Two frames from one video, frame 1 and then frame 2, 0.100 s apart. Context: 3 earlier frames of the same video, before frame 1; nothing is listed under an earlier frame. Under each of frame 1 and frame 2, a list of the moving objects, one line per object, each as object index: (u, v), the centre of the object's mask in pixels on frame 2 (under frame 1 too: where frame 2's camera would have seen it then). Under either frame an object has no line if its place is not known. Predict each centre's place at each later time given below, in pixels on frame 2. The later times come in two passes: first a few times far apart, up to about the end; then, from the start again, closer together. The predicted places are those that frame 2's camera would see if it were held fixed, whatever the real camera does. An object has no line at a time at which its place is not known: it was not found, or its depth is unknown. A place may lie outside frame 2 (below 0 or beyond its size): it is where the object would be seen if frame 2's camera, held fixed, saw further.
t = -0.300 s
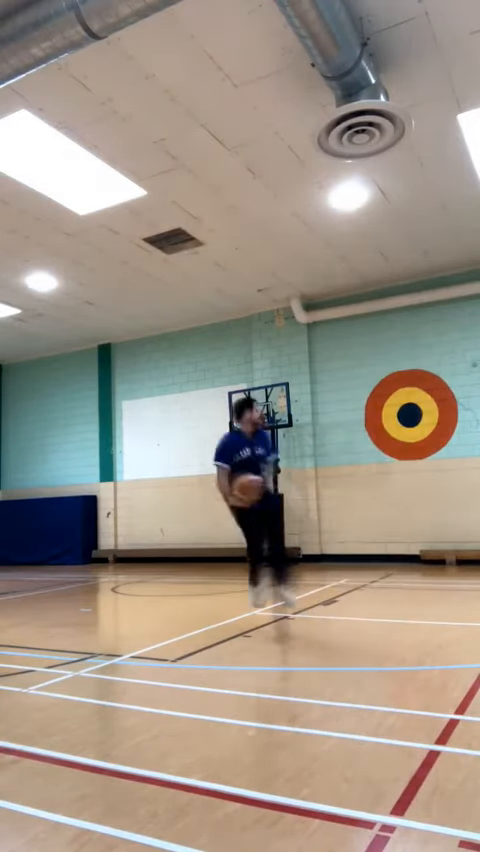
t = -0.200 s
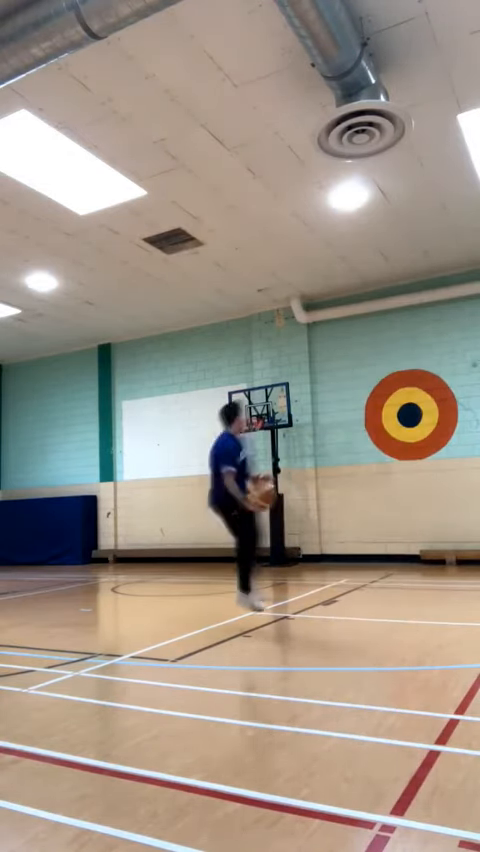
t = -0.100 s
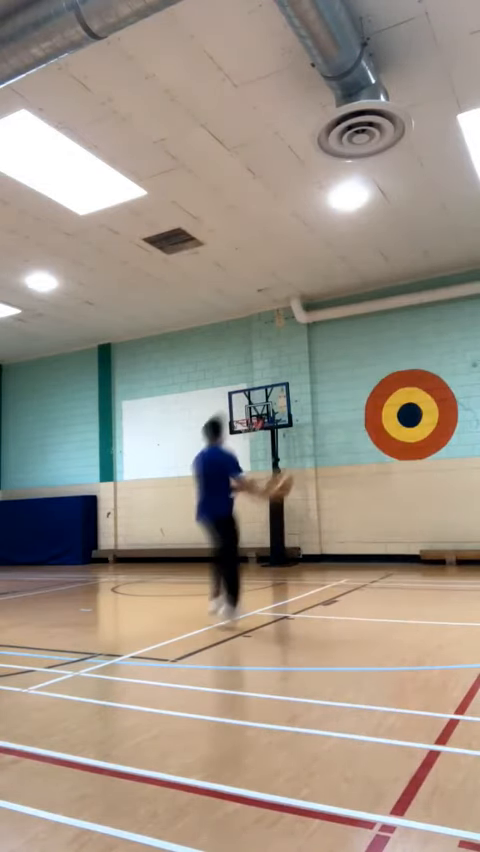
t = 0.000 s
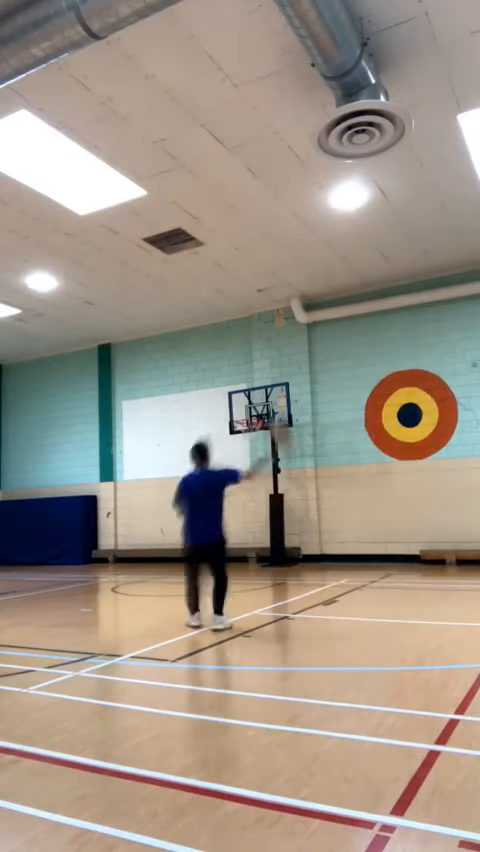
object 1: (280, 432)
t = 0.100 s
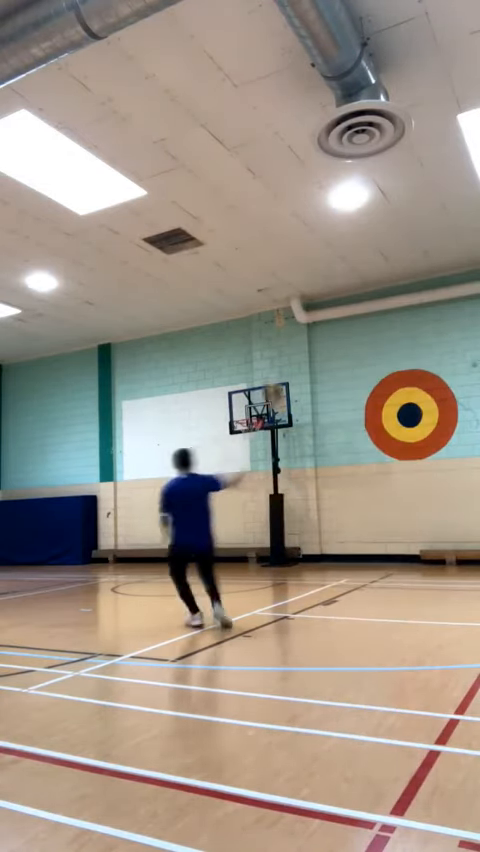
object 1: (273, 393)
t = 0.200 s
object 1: (266, 365)
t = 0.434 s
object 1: (259, 344)
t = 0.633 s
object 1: (255, 355)
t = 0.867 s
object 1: (253, 396)
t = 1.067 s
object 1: (250, 432)
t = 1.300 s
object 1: (233, 466)
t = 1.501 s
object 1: (221, 520)
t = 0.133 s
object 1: (270, 380)
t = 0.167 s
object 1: (268, 372)
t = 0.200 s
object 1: (266, 365)
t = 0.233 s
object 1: (265, 360)
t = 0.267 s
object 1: (264, 354)
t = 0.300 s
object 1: (264, 349)
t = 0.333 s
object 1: (263, 348)
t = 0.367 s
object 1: (261, 346)
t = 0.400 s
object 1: (260, 344)
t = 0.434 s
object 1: (259, 344)
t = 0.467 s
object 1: (259, 344)
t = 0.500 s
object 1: (258, 345)
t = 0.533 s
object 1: (257, 347)
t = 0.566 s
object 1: (256, 349)
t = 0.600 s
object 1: (256, 351)
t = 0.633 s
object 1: (255, 355)
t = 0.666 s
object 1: (255, 359)
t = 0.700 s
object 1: (254, 365)
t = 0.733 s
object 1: (254, 371)
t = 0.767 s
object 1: (253, 376)
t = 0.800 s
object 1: (253, 381)
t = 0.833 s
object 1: (252, 384)
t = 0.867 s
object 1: (253, 396)
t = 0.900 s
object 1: (252, 403)
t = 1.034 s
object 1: (251, 430)
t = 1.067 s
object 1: (250, 432)
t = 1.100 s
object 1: (248, 434)
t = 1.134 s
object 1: (246, 438)
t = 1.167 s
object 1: (243, 444)
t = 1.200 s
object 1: (240, 449)
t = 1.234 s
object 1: (238, 453)
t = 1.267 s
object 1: (236, 459)
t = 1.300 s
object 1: (233, 466)
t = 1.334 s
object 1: (231, 473)
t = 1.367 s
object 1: (229, 481)
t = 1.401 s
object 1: (227, 490)
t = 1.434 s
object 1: (225, 500)
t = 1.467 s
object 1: (223, 511)
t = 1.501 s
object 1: (221, 520)
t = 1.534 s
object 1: (219, 531)
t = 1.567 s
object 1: (217, 542)
